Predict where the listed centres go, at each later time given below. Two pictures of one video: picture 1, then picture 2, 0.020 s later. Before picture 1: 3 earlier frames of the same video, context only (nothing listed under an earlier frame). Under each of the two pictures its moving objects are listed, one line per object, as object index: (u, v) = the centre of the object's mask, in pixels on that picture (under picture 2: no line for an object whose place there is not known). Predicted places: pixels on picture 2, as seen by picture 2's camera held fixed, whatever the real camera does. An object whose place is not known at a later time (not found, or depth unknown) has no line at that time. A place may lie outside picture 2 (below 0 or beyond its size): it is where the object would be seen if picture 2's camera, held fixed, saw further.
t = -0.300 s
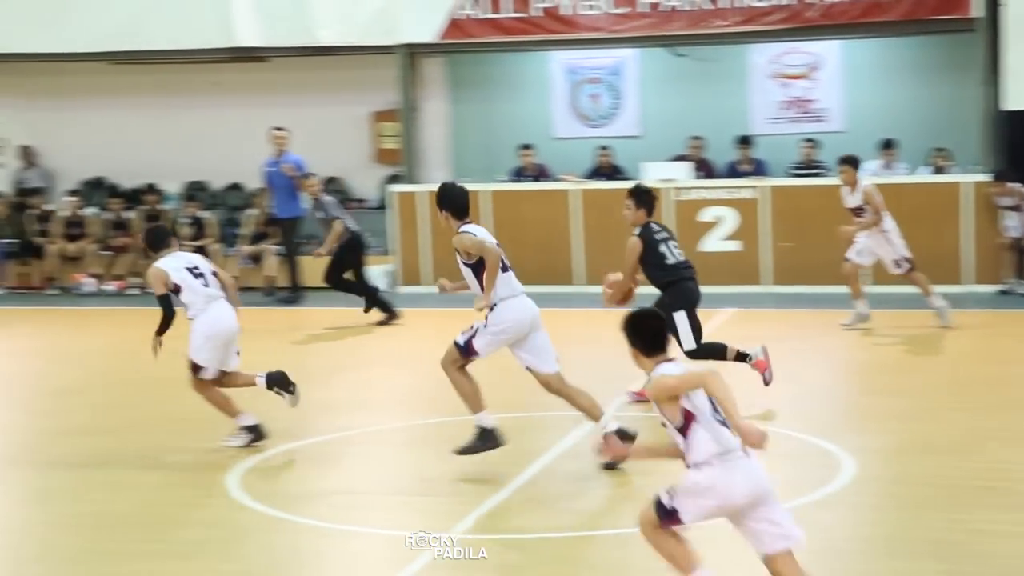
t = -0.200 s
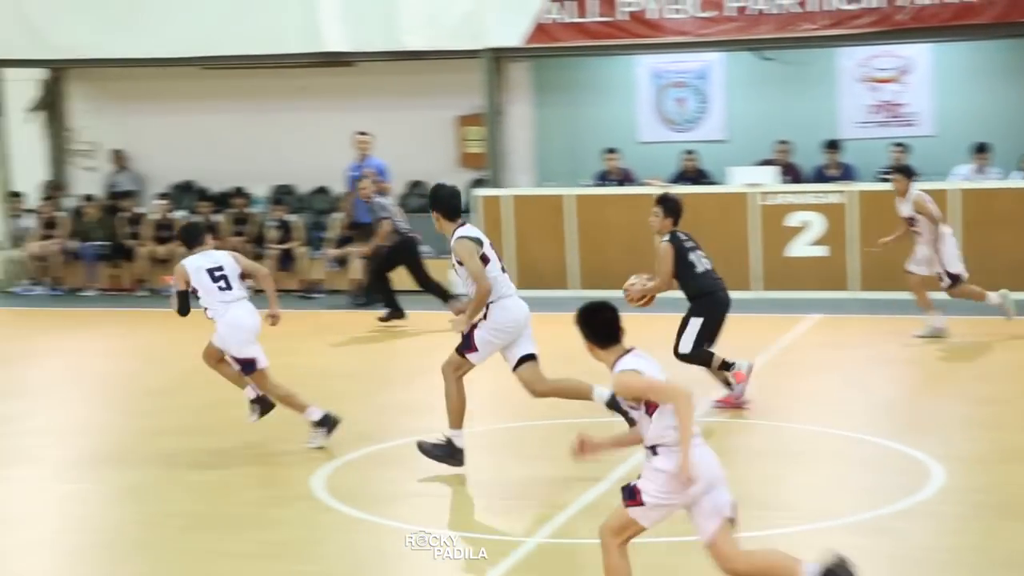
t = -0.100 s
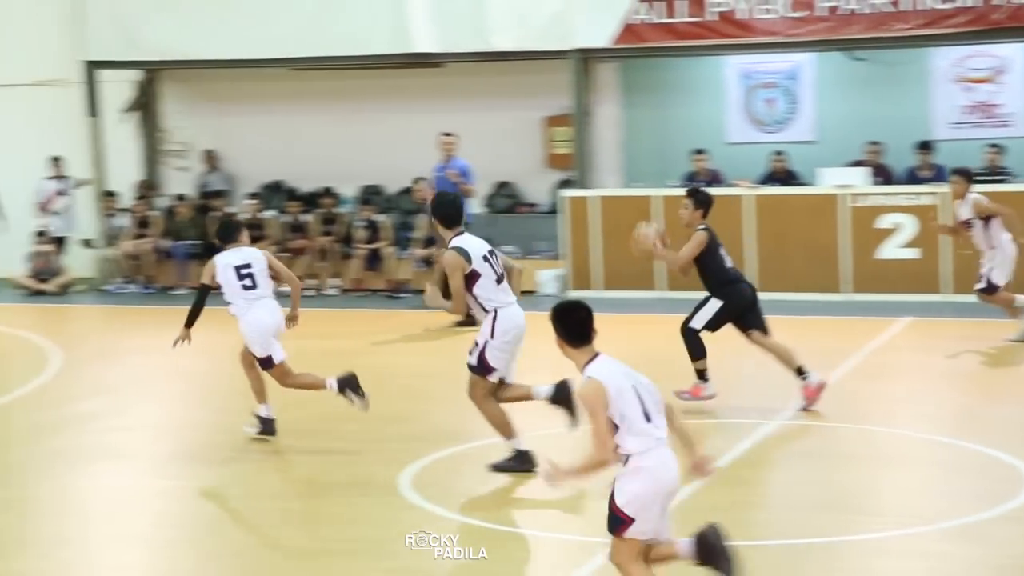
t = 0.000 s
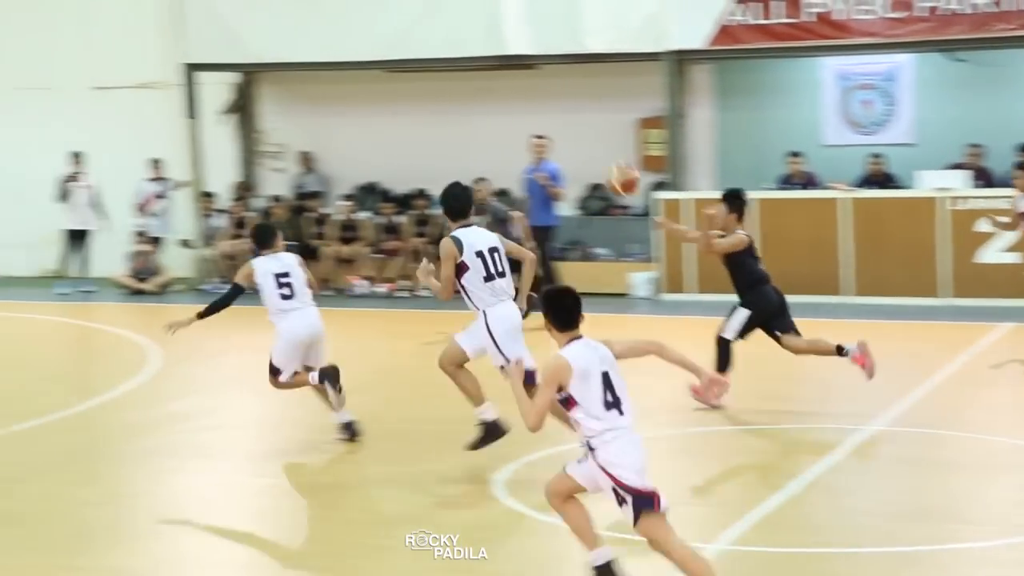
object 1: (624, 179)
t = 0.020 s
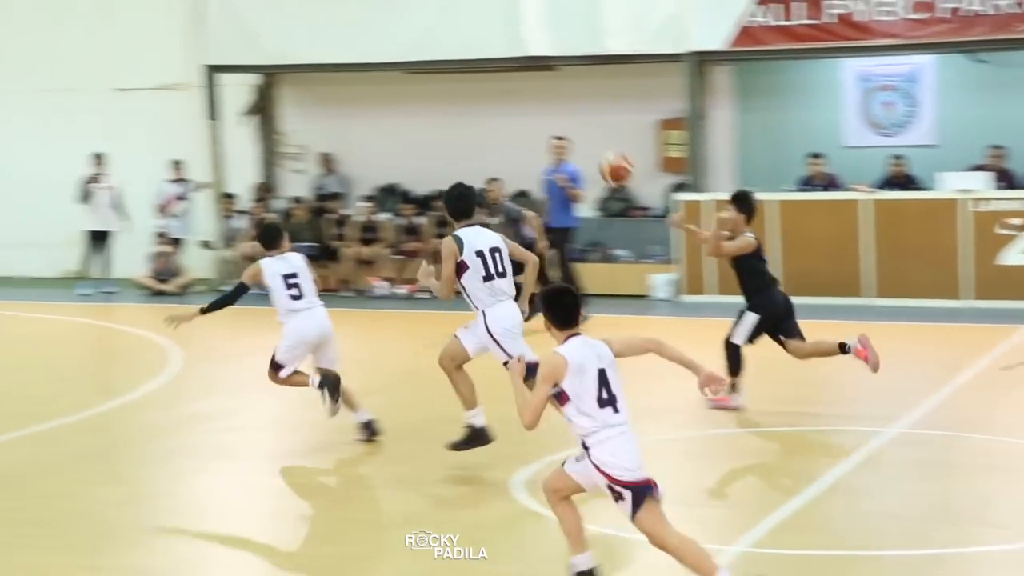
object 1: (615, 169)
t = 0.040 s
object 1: (590, 157)
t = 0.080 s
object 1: (533, 135)
